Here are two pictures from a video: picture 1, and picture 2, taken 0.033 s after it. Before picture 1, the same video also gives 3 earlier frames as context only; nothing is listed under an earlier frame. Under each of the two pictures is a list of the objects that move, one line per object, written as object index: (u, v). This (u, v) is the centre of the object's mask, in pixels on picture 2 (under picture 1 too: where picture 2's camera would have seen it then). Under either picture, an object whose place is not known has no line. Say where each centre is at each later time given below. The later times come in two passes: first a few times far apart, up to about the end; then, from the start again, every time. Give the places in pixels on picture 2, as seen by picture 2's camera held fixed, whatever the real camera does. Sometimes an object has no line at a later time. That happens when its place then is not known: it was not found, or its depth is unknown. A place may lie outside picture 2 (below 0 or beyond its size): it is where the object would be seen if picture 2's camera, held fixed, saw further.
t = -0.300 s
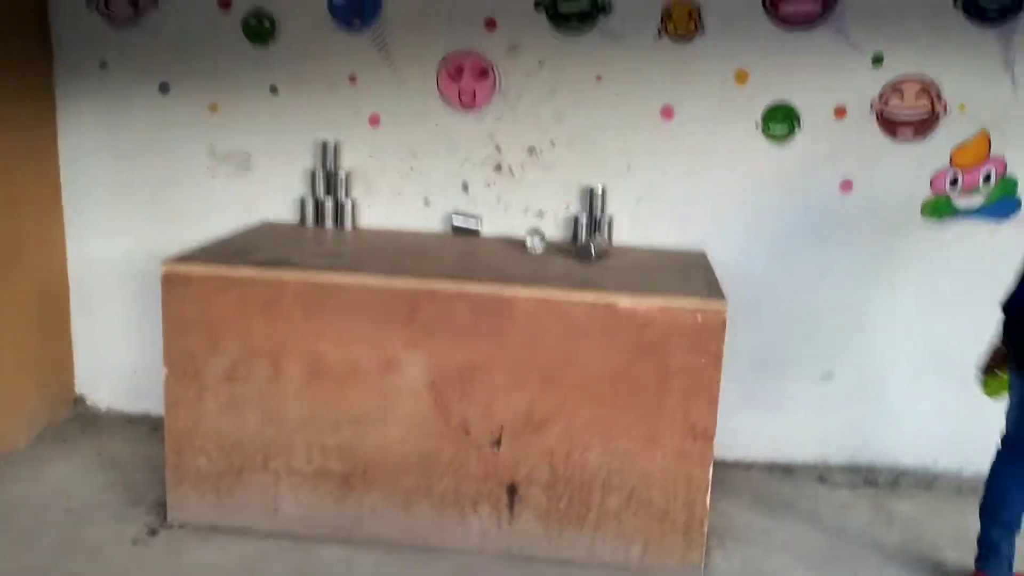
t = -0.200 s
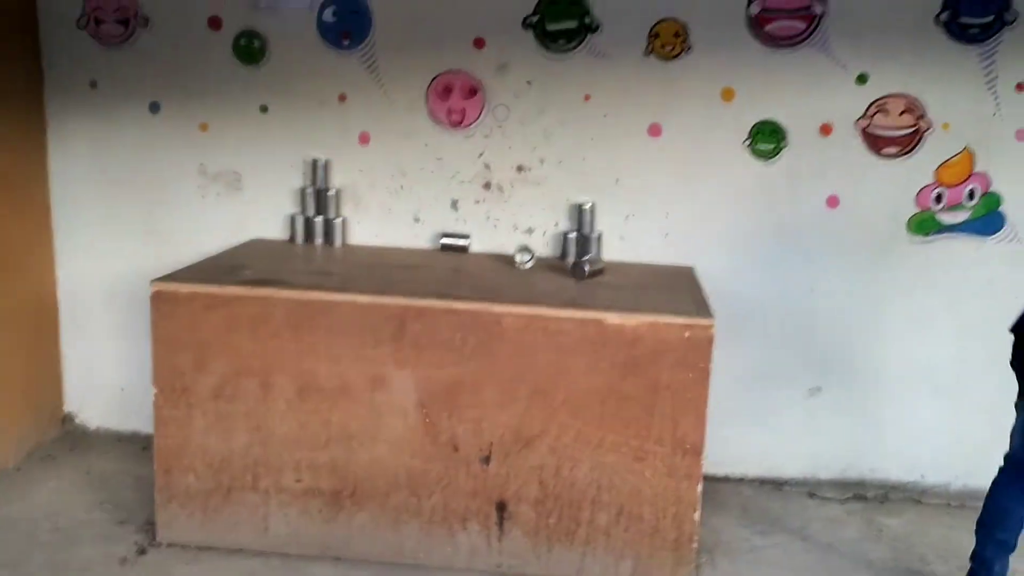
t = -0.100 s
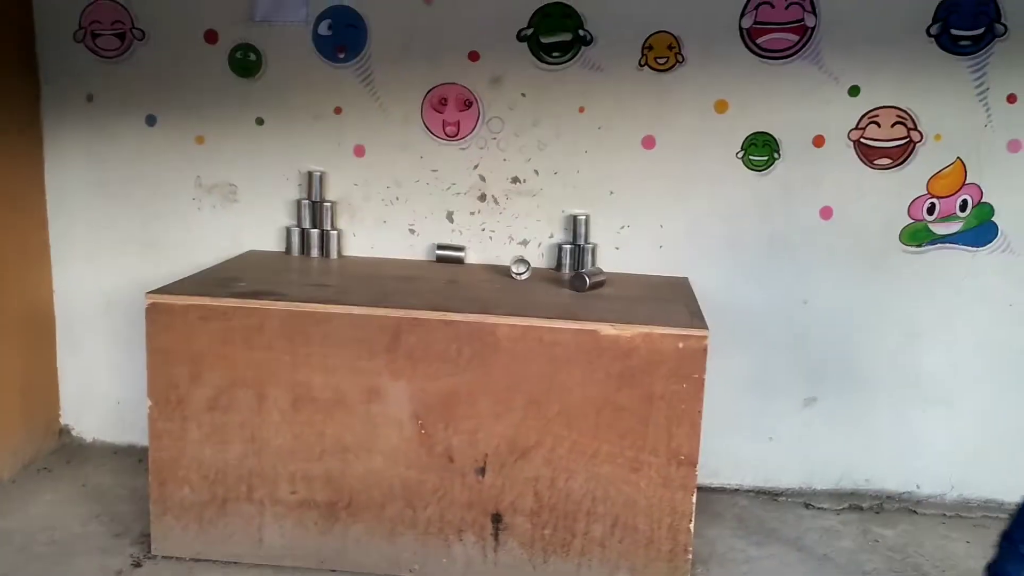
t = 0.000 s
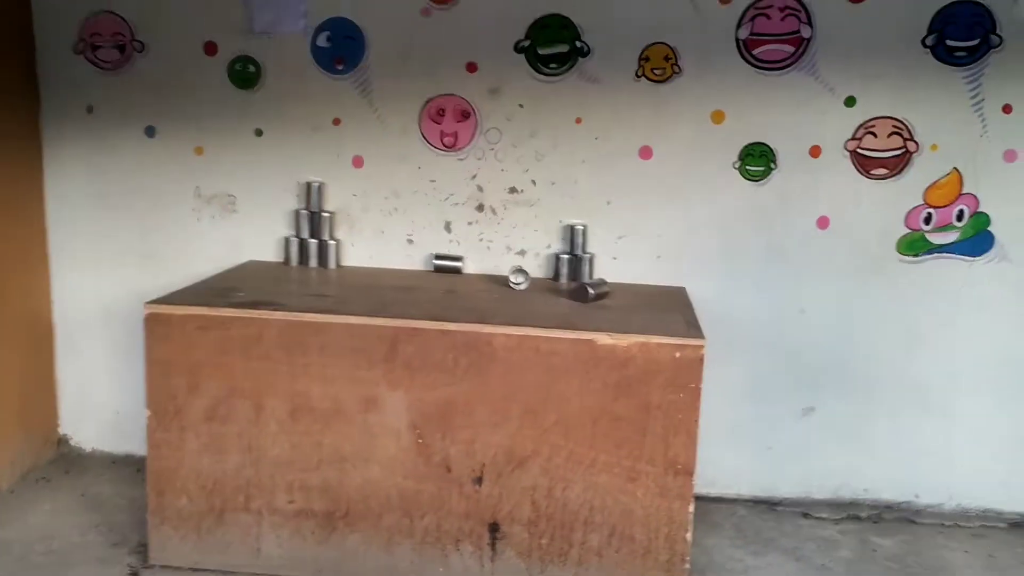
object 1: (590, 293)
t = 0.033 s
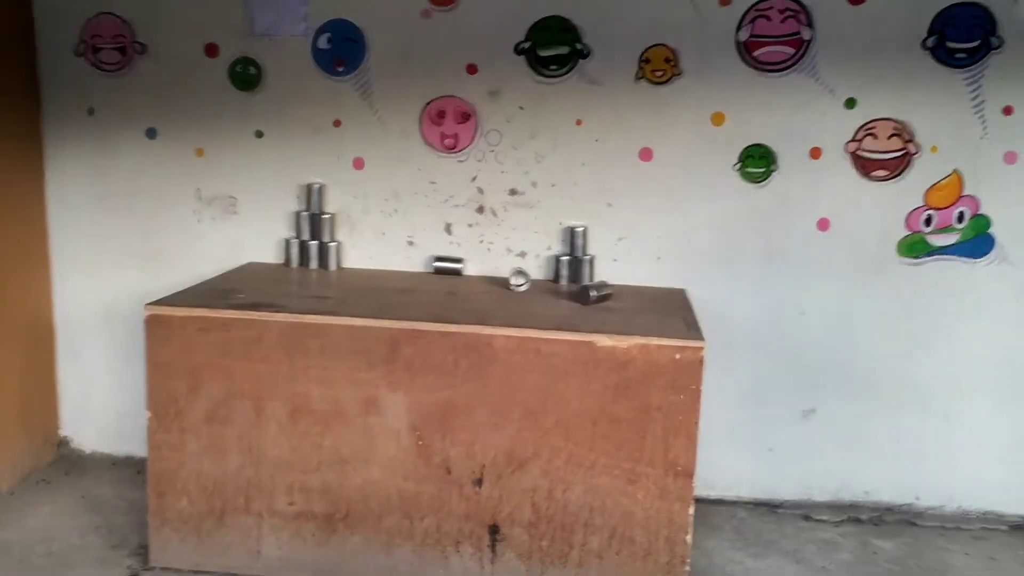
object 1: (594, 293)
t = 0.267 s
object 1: (609, 296)
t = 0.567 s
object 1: (628, 300)
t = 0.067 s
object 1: (596, 294)
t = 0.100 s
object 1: (598, 294)
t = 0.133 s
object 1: (600, 294)
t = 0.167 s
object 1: (603, 294)
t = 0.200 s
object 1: (604, 295)
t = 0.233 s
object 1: (606, 295)
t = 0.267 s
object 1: (609, 296)
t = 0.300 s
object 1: (610, 297)
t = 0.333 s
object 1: (613, 297)
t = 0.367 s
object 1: (615, 297)
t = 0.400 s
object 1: (618, 298)
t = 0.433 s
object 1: (620, 298)
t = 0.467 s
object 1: (622, 299)
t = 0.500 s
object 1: (624, 299)
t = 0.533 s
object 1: (626, 299)
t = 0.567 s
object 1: (628, 300)
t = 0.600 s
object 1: (630, 300)
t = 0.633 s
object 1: (632, 300)
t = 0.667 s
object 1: (635, 301)
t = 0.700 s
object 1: (637, 301)
